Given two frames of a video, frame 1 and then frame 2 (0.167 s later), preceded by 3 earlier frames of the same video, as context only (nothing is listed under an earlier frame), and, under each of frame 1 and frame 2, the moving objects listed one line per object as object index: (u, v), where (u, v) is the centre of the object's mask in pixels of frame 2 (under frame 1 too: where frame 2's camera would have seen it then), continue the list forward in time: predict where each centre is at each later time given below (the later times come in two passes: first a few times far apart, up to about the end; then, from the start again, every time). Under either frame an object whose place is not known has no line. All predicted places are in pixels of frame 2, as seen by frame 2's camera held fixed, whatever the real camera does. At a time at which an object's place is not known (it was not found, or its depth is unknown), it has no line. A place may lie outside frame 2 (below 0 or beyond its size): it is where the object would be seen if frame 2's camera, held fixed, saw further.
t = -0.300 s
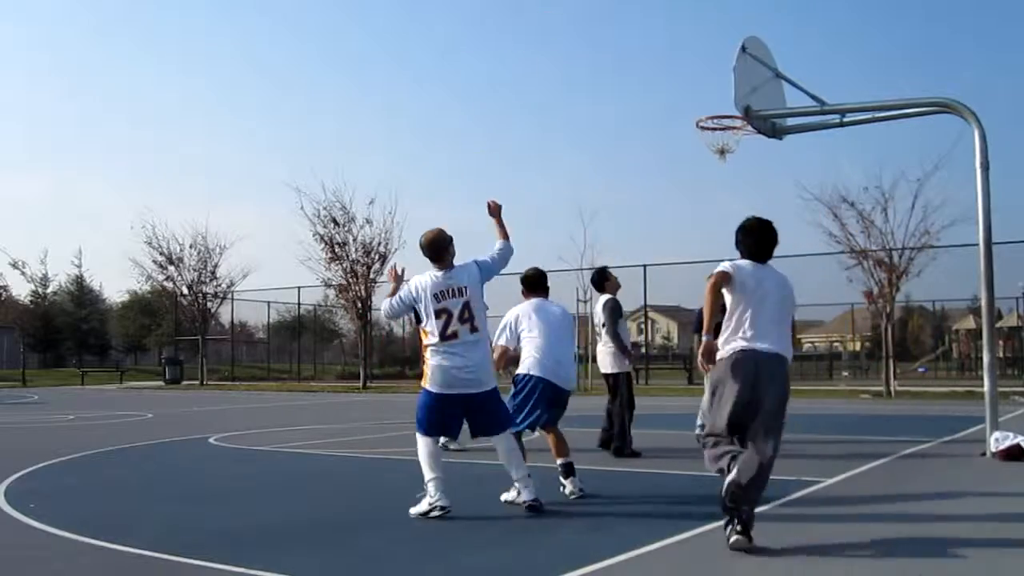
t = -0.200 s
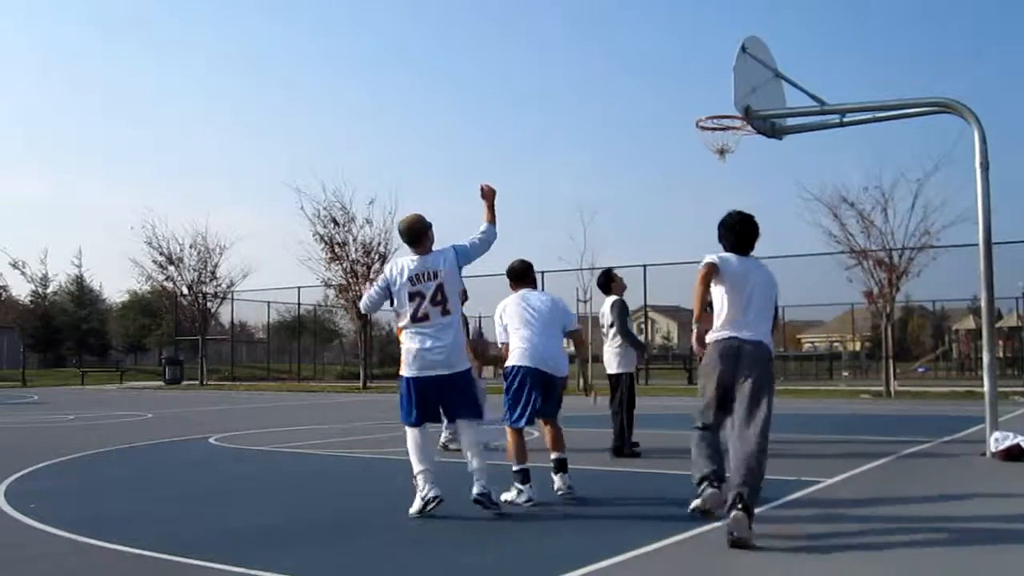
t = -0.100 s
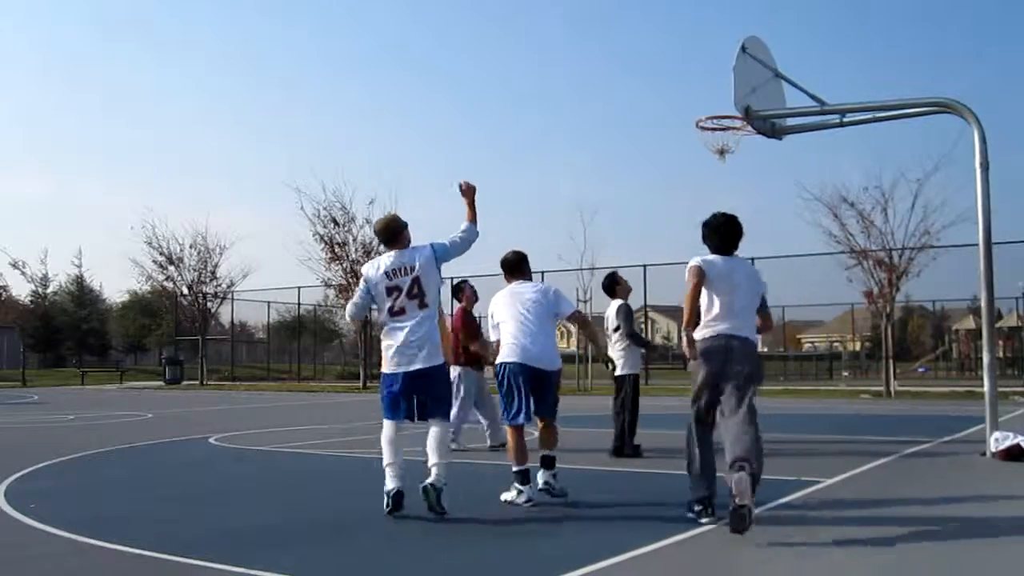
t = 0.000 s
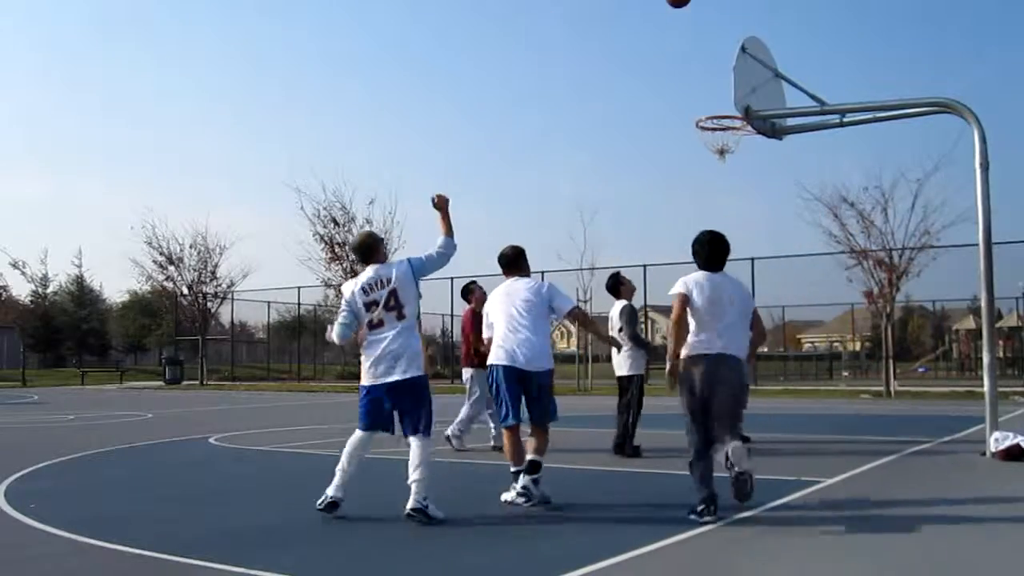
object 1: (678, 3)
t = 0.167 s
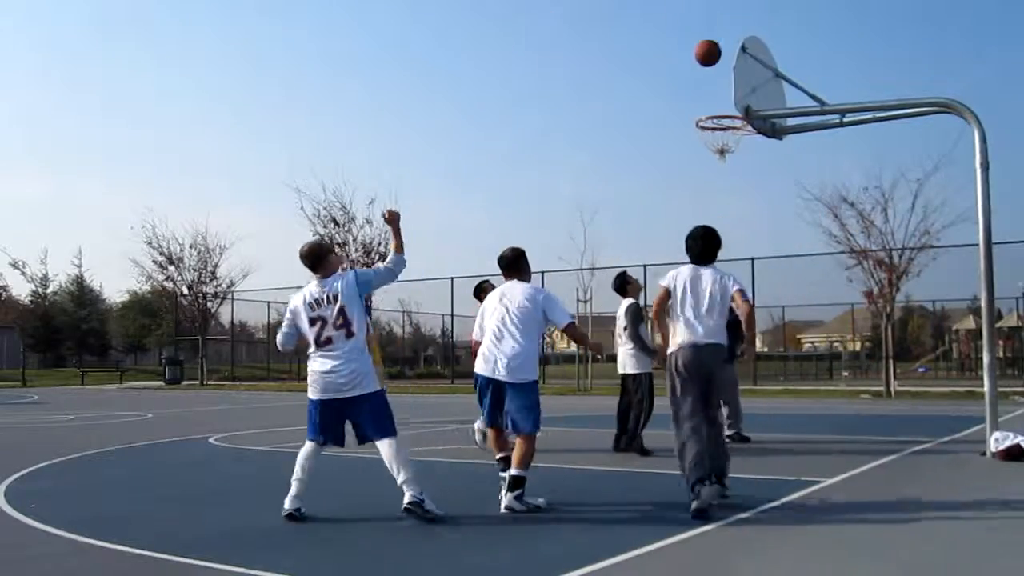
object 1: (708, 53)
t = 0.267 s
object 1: (723, 100)
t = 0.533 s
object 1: (696, 141)
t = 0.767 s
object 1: (716, 167)
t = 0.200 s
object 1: (713, 67)
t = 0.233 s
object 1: (718, 83)
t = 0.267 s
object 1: (723, 100)
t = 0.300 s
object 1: (729, 116)
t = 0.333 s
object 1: (734, 133)
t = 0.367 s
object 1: (724, 142)
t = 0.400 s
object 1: (716, 147)
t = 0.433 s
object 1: (708, 146)
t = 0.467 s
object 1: (701, 142)
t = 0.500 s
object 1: (697, 139)
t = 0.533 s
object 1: (696, 141)
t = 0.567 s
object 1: (695, 143)
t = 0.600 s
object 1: (697, 146)
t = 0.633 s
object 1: (699, 149)
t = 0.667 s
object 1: (702, 152)
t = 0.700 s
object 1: (706, 156)
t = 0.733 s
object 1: (711, 161)
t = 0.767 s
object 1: (716, 167)
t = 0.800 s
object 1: (720, 173)
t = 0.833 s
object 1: (725, 180)
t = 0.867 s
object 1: (730, 189)
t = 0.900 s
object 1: (735, 198)
